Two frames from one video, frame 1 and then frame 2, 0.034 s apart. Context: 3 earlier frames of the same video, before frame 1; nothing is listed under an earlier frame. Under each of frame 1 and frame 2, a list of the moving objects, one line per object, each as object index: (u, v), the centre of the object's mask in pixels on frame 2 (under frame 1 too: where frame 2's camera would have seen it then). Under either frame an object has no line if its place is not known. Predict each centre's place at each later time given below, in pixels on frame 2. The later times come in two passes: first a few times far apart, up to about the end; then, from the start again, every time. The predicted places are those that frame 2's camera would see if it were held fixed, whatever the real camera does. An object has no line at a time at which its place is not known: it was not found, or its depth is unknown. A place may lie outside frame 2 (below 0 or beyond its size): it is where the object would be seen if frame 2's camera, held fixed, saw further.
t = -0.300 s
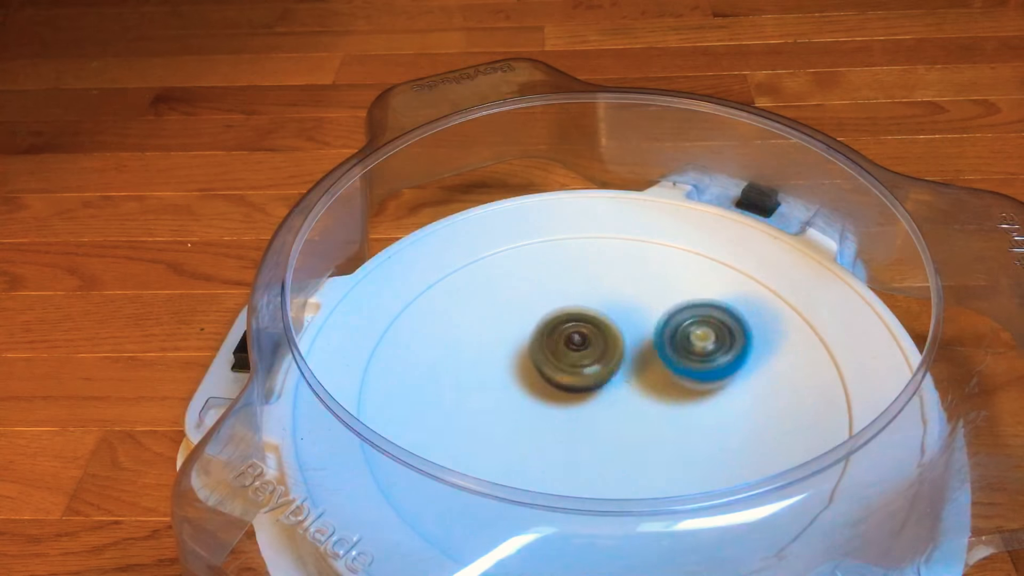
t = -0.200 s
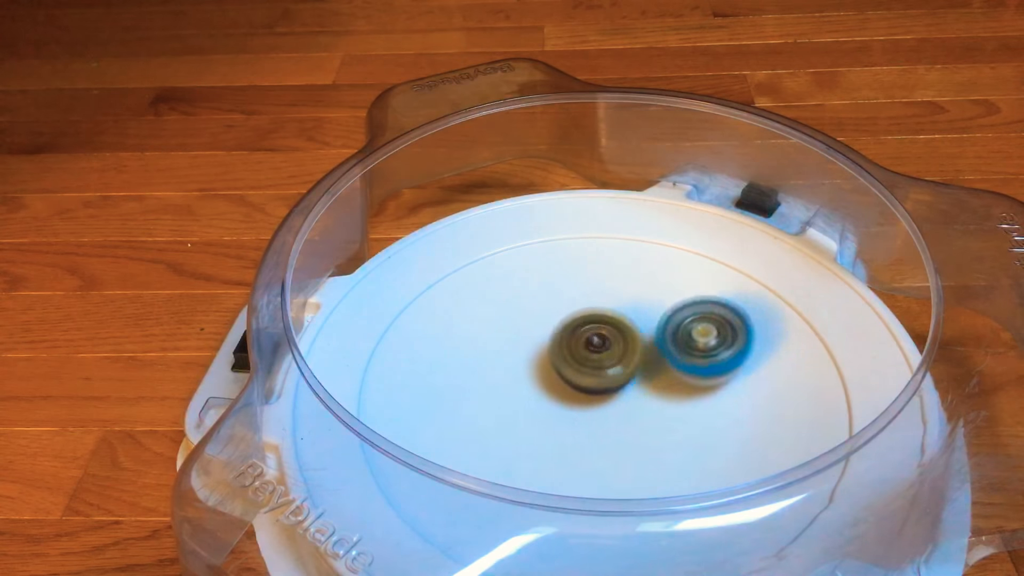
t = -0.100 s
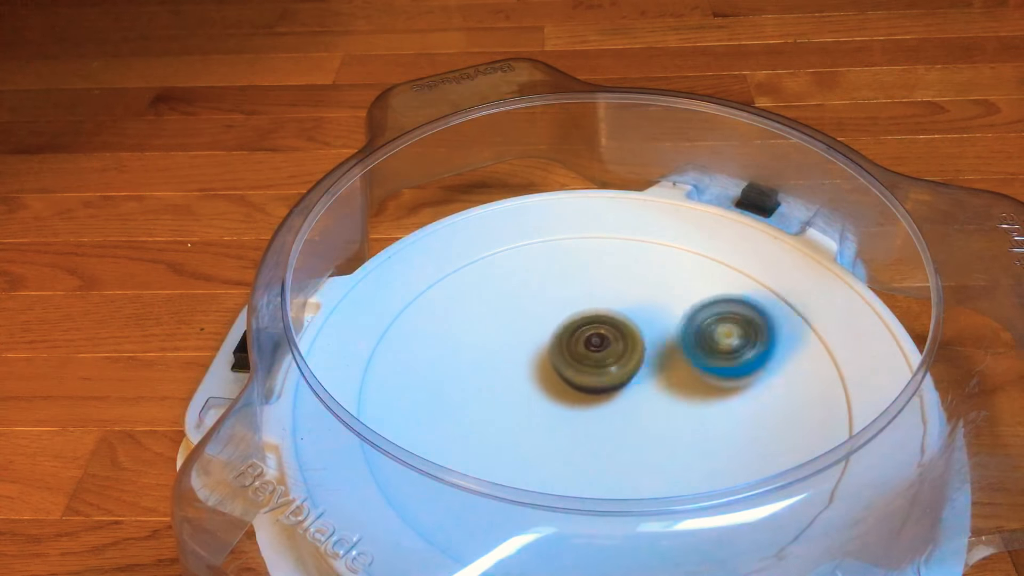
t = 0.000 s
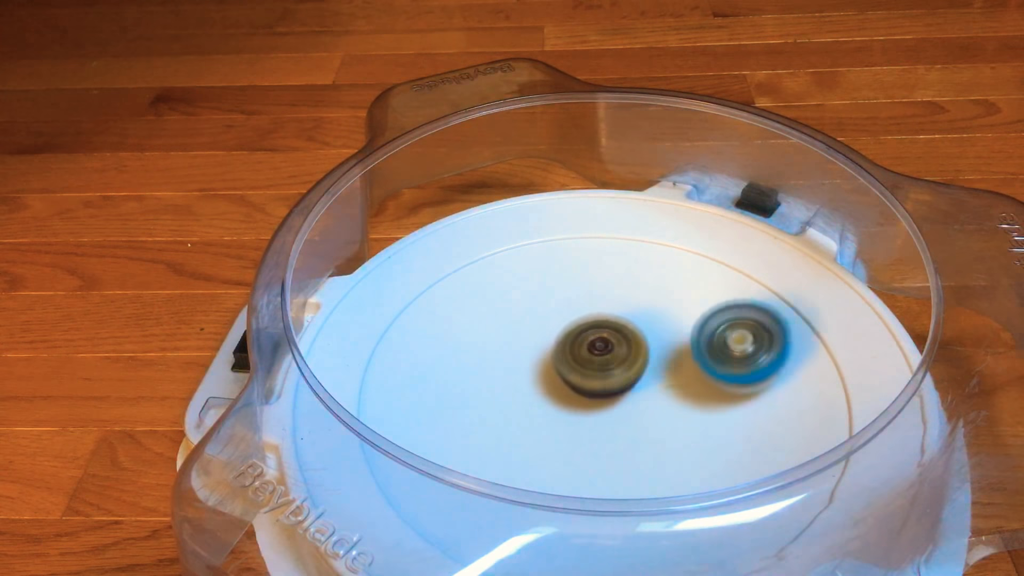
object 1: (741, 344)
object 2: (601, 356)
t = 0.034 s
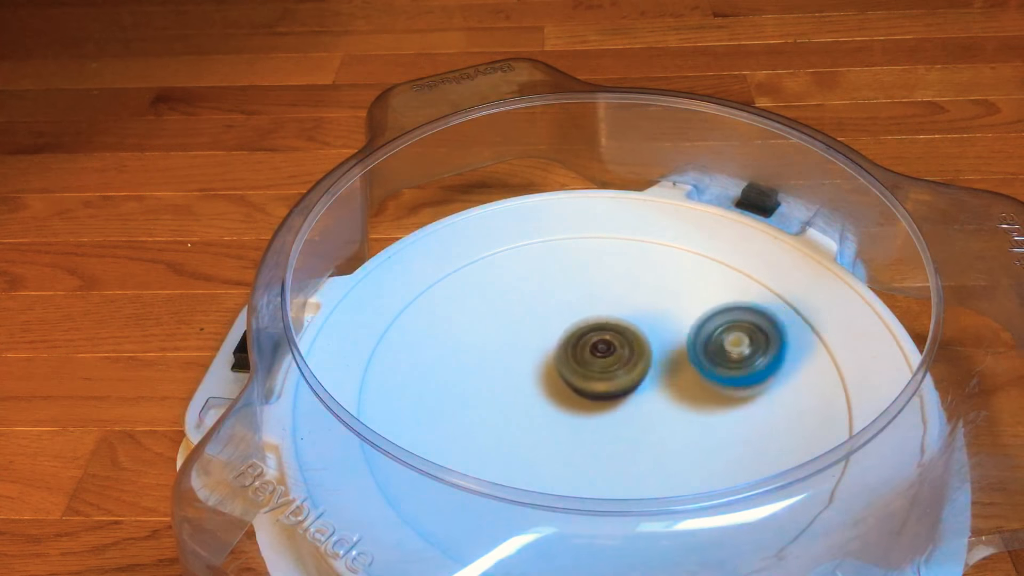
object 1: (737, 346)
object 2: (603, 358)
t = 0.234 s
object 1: (730, 372)
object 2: (584, 367)
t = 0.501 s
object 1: (694, 393)
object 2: (565, 388)
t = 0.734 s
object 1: (654, 413)
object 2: (549, 404)
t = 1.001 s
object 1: (617, 426)
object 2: (520, 397)
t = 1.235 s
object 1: (621, 434)
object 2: (498, 364)
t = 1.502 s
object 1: (583, 401)
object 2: (527, 338)
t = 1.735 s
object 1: (569, 402)
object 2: (566, 323)
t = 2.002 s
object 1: (557, 398)
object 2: (630, 339)
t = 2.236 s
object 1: (557, 398)
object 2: (656, 372)
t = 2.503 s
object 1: (550, 385)
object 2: (659, 418)
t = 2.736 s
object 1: (561, 369)
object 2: (623, 444)
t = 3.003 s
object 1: (589, 351)
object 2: (568, 433)
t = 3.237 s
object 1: (625, 338)
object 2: (537, 398)
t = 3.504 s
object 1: (655, 332)
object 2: (542, 356)
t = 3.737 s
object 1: (666, 349)
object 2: (571, 332)
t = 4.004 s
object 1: (675, 394)
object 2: (619, 332)
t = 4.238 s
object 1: (641, 426)
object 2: (655, 353)
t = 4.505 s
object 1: (574, 432)
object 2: (659, 392)
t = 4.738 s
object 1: (518, 407)
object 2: (637, 409)
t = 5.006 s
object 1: (496, 340)
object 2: (610, 409)
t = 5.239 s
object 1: (529, 299)
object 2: (579, 391)
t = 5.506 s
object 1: (615, 295)
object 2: (570, 369)
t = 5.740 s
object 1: (693, 318)
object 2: (582, 356)
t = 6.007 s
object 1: (717, 381)
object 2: (604, 358)
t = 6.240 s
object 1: (721, 442)
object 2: (599, 352)
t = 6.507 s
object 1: (713, 461)
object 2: (586, 353)
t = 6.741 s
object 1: (643, 433)
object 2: (580, 357)
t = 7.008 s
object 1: (511, 455)
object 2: (596, 309)
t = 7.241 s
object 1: (513, 385)
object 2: (610, 323)
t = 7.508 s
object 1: (472, 245)
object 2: (673, 384)
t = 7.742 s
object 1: (527, 271)
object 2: (643, 438)
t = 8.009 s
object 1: (683, 372)
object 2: (558, 430)
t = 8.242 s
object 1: (753, 448)
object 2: (525, 372)
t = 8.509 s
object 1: (630, 467)
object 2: (570, 321)
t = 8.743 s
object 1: (513, 385)
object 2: (637, 338)
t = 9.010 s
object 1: (462, 314)
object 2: (672, 406)
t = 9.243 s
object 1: (481, 324)
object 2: (618, 444)
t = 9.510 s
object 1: (495, 321)
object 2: (537, 407)
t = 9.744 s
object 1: (494, 318)
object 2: (552, 372)
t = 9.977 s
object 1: (526, 311)
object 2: (619, 368)
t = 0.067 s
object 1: (732, 349)
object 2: (606, 360)
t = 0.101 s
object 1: (724, 353)
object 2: (609, 362)
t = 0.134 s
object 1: (716, 356)
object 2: (611, 365)
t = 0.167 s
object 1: (719, 362)
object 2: (603, 366)
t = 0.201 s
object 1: (726, 368)
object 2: (592, 366)
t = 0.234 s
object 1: (730, 372)
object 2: (584, 367)
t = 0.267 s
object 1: (731, 375)
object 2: (580, 368)
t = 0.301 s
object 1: (728, 379)
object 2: (577, 371)
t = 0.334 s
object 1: (725, 381)
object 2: (576, 374)
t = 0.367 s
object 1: (719, 383)
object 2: (573, 377)
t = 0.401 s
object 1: (713, 385)
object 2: (571, 380)
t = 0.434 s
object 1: (708, 388)
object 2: (569, 383)
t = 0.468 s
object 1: (700, 390)
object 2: (567, 386)
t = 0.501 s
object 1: (694, 393)
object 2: (565, 388)
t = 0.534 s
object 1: (687, 396)
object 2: (563, 392)
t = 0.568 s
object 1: (680, 398)
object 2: (562, 394)
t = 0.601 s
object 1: (673, 401)
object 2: (561, 397)
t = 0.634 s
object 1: (665, 403)
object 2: (559, 399)
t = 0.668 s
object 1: (662, 406)
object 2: (556, 401)
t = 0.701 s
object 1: (659, 410)
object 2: (553, 402)
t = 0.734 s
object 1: (654, 413)
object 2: (549, 404)
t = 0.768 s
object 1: (655, 417)
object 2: (542, 403)
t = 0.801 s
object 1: (656, 422)
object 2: (534, 402)
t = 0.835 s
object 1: (655, 425)
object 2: (529, 401)
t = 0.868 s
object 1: (650, 428)
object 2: (525, 401)
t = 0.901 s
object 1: (643, 428)
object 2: (524, 400)
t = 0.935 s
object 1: (634, 428)
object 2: (522, 399)
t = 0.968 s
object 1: (626, 427)
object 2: (521, 398)
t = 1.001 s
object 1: (617, 426)
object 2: (520, 397)
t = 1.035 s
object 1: (624, 432)
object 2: (509, 388)
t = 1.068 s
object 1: (631, 436)
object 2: (503, 382)
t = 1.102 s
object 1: (633, 438)
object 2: (500, 377)
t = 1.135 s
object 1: (632, 439)
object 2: (498, 374)
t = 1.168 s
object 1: (628, 438)
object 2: (497, 370)
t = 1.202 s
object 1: (624, 436)
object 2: (497, 367)
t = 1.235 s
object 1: (621, 434)
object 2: (498, 364)
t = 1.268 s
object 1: (617, 431)
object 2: (500, 360)
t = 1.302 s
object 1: (612, 428)
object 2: (503, 357)
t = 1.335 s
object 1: (608, 424)
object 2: (506, 354)
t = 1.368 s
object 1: (603, 420)
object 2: (509, 350)
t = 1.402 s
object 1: (598, 416)
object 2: (513, 347)
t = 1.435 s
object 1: (593, 411)
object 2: (517, 345)
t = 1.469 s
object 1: (588, 406)
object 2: (522, 342)
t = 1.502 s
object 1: (583, 401)
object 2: (527, 338)
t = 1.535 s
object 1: (578, 397)
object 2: (531, 335)
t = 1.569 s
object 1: (576, 400)
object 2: (536, 329)
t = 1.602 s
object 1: (575, 404)
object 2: (542, 325)
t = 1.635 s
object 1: (572, 404)
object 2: (547, 322)
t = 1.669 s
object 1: (571, 404)
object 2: (553, 322)
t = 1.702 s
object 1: (570, 403)
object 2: (559, 322)
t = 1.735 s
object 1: (569, 402)
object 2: (566, 323)
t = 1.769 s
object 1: (569, 401)
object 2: (574, 324)
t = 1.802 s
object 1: (568, 400)
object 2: (581, 325)
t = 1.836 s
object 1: (568, 398)
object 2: (589, 327)
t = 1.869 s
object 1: (568, 397)
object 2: (597, 329)
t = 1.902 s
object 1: (568, 396)
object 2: (605, 331)
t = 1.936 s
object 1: (564, 394)
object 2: (613, 334)
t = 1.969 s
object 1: (560, 397)
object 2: (623, 336)
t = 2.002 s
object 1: (557, 398)
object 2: (630, 339)
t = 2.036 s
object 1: (556, 399)
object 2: (636, 341)
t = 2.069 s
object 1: (555, 399)
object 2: (641, 345)
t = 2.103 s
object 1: (555, 399)
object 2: (645, 351)
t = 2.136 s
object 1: (555, 399)
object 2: (648, 355)
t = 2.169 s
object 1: (556, 399)
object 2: (652, 360)
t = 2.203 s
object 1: (556, 398)
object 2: (654, 366)
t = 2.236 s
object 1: (557, 398)
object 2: (656, 372)
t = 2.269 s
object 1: (559, 396)
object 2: (657, 377)
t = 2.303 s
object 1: (560, 395)
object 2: (658, 383)
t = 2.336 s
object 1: (557, 393)
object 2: (660, 389)
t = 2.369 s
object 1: (553, 392)
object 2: (662, 395)
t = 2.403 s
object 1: (551, 390)
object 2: (662, 401)
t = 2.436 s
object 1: (551, 388)
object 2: (662, 407)
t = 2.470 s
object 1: (551, 386)
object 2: (661, 412)
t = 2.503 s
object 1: (550, 385)
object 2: (659, 418)
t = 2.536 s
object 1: (550, 383)
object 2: (655, 424)
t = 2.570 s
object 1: (551, 380)
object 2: (652, 429)
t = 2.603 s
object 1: (552, 378)
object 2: (648, 433)
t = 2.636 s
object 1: (554, 375)
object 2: (643, 437)
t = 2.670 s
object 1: (556, 373)
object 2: (637, 440)
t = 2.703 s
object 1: (558, 371)
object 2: (630, 443)
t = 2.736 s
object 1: (561, 369)
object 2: (623, 444)
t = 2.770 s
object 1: (564, 366)
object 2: (616, 445)
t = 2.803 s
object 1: (567, 364)
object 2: (609, 445)
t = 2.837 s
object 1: (571, 361)
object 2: (603, 444)
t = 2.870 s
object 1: (574, 360)
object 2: (595, 443)
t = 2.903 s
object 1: (578, 357)
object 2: (588, 441)
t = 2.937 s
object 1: (582, 355)
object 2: (581, 439)
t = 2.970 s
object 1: (585, 353)
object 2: (574, 437)
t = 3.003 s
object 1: (589, 351)
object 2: (568, 433)
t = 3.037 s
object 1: (594, 350)
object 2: (563, 428)
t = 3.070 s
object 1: (597, 348)
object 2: (558, 423)
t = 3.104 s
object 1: (601, 347)
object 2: (554, 418)
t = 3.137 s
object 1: (604, 346)
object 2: (550, 412)
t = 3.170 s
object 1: (610, 344)
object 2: (546, 408)
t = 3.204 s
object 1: (618, 340)
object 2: (541, 403)
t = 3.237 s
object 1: (625, 338)
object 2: (537, 398)
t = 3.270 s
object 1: (631, 336)
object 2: (535, 393)
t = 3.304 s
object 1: (636, 335)
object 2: (533, 387)
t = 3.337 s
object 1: (641, 333)
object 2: (533, 381)
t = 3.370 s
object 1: (645, 332)
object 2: (533, 376)
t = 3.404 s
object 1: (648, 332)
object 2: (534, 371)
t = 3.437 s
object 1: (651, 332)
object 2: (536, 366)
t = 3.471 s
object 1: (653, 331)
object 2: (539, 361)
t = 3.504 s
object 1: (655, 332)
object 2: (542, 356)
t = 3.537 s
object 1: (656, 333)
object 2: (545, 351)
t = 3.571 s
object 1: (657, 334)
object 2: (549, 347)
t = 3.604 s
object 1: (658, 335)
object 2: (553, 344)
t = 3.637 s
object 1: (658, 337)
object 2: (558, 340)
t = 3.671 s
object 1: (658, 339)
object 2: (563, 337)
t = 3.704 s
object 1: (663, 344)
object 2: (566, 334)
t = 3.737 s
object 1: (666, 349)
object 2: (571, 332)
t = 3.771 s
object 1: (668, 353)
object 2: (577, 331)
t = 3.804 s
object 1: (671, 360)
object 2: (583, 329)
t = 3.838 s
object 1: (676, 367)
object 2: (587, 327)
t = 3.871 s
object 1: (678, 373)
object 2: (592, 327)
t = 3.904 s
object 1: (679, 379)
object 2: (599, 327)
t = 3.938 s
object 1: (678, 384)
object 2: (606, 328)
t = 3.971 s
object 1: (677, 389)
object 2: (612, 330)
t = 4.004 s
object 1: (675, 394)
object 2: (619, 332)
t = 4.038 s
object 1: (672, 399)
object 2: (625, 333)
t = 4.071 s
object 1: (669, 404)
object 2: (631, 336)
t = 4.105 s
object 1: (665, 408)
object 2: (637, 339)
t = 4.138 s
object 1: (661, 412)
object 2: (642, 342)
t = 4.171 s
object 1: (655, 417)
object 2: (647, 345)
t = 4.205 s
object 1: (648, 422)
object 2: (651, 349)
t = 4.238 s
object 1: (641, 426)
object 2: (655, 353)
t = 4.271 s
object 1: (634, 428)
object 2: (658, 358)
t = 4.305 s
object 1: (624, 431)
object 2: (661, 362)
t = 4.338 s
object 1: (614, 434)
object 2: (663, 367)
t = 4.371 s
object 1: (605, 436)
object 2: (664, 373)
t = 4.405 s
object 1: (596, 435)
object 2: (664, 377)
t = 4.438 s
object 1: (589, 435)
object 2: (664, 382)
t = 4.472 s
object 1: (581, 434)
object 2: (662, 387)
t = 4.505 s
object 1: (574, 432)
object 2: (659, 392)
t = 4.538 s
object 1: (563, 430)
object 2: (658, 395)
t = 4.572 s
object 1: (548, 428)
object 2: (659, 397)
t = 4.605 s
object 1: (535, 425)
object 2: (658, 398)
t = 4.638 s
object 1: (526, 421)
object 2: (653, 402)
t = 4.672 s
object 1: (520, 417)
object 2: (648, 405)
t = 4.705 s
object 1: (518, 412)
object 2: (643, 407)
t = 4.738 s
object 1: (518, 407)
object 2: (637, 409)
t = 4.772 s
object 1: (520, 402)
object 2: (631, 411)
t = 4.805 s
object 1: (520, 396)
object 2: (627, 412)
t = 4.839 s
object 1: (511, 387)
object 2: (630, 414)
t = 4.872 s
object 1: (504, 377)
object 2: (629, 414)
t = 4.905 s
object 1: (499, 368)
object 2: (625, 414)
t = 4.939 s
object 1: (497, 358)
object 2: (620, 413)
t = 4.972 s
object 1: (496, 349)
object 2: (615, 411)
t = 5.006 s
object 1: (496, 340)
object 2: (610, 409)
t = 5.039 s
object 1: (497, 332)
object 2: (604, 408)
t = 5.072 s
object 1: (500, 324)
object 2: (599, 406)
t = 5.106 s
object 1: (504, 317)
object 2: (594, 404)
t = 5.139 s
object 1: (509, 311)
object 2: (590, 401)
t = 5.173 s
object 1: (515, 306)
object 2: (586, 398)
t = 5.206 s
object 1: (521, 302)
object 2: (583, 395)
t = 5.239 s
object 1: (529, 299)
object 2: (579, 391)
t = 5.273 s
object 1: (537, 298)
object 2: (576, 388)
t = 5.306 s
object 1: (546, 296)
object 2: (574, 384)
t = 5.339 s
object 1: (556, 296)
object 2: (572, 381)
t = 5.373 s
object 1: (565, 296)
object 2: (570, 378)
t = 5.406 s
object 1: (577, 296)
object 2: (569, 374)
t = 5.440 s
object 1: (589, 296)
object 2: (568, 373)
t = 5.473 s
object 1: (602, 295)
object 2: (569, 371)
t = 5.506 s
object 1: (615, 295)
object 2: (570, 369)
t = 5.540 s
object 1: (627, 296)
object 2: (571, 367)
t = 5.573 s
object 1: (638, 299)
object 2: (573, 364)
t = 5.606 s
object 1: (650, 301)
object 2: (574, 362)
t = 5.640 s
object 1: (662, 304)
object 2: (576, 360)
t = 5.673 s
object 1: (673, 308)
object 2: (578, 358)
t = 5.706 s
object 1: (683, 313)
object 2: (580, 357)
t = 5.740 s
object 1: (693, 318)
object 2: (582, 356)
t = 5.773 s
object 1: (701, 325)
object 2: (585, 355)
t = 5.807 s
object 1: (707, 332)
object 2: (588, 355)
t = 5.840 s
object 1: (713, 339)
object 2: (591, 355)
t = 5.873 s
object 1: (716, 348)
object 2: (593, 355)
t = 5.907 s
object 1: (718, 356)
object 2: (596, 355)
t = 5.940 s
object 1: (719, 365)
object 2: (599, 356)
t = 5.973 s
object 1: (719, 374)
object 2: (601, 356)
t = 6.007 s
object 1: (717, 381)
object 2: (604, 358)
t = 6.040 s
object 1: (714, 388)
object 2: (606, 359)
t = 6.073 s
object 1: (709, 394)
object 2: (609, 361)
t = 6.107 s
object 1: (703, 399)
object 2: (611, 362)
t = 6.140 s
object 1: (699, 405)
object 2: (612, 363)
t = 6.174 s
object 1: (707, 420)
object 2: (606, 357)
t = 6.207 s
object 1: (714, 433)
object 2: (602, 353)
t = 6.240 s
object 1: (721, 442)
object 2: (599, 352)
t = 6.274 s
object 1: (724, 448)
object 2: (596, 352)
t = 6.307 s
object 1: (726, 452)
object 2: (594, 352)
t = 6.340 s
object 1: (728, 456)
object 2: (593, 352)
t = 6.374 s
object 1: (728, 457)
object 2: (591, 352)
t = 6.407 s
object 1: (726, 459)
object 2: (590, 352)
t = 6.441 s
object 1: (722, 460)
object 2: (589, 352)
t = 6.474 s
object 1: (718, 461)
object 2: (588, 352)
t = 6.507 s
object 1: (713, 461)
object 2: (586, 353)
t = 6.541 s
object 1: (705, 461)
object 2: (585, 353)
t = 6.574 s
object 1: (696, 459)
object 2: (584, 353)
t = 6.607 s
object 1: (687, 456)
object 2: (583, 354)
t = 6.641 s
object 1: (677, 451)
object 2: (582, 354)
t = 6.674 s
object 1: (665, 445)
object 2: (581, 355)
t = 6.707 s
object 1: (653, 440)
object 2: (580, 356)
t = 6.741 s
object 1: (643, 433)
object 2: (580, 357)
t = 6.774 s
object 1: (632, 427)
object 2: (579, 358)
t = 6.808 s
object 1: (619, 420)
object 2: (579, 358)
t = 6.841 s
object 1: (604, 428)
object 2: (581, 347)
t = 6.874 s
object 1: (581, 440)
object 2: (586, 331)
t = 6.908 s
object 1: (557, 450)
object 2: (589, 322)
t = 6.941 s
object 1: (538, 456)
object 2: (592, 314)
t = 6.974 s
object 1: (519, 457)
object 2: (594, 310)
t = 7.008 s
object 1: (511, 455)
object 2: (596, 309)
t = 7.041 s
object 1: (503, 449)
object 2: (598, 309)
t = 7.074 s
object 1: (502, 443)
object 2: (600, 309)
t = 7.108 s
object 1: (501, 435)
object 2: (602, 310)
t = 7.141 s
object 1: (502, 425)
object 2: (604, 312)
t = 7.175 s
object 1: (504, 412)
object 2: (606, 315)
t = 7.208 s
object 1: (507, 399)
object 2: (609, 319)
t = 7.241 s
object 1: (513, 385)
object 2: (610, 323)
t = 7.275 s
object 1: (518, 370)
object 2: (610, 331)
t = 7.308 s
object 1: (525, 354)
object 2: (612, 334)
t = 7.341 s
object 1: (518, 331)
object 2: (628, 342)
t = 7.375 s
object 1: (501, 308)
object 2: (648, 352)
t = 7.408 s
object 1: (491, 288)
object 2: (661, 360)
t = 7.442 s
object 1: (481, 272)
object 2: (667, 369)
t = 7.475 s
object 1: (472, 255)
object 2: (671, 376)
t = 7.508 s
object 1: (472, 245)
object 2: (673, 384)
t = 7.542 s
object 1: (473, 240)
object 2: (674, 393)
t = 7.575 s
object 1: (477, 236)
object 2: (672, 401)
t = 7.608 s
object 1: (484, 238)
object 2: (669, 411)
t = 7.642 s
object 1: (492, 242)
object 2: (664, 419)
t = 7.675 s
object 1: (501, 251)
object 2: (657, 427)
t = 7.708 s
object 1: (514, 260)
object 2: (651, 433)
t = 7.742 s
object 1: (527, 271)
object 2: (643, 438)
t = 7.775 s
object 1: (546, 283)
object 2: (634, 442)
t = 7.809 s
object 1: (563, 296)
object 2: (623, 444)
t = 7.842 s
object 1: (583, 309)
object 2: (611, 446)
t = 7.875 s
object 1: (603, 323)
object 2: (600, 445)
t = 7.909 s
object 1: (625, 335)
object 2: (588, 443)
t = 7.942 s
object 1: (645, 348)
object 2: (578, 440)
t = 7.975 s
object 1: (662, 363)
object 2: (567, 435)
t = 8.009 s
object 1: (683, 372)
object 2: (558, 430)
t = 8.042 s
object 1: (702, 384)
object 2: (549, 423)
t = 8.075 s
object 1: (718, 396)
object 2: (541, 417)
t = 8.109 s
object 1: (731, 408)
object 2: (534, 409)
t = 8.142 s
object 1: (742, 419)
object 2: (528, 400)
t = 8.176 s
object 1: (750, 432)
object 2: (525, 390)
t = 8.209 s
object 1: (753, 442)
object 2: (524, 380)
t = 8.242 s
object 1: (753, 448)
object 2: (525, 372)
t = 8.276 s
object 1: (749, 455)
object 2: (527, 363)
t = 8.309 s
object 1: (739, 461)
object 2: (531, 355)
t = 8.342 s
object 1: (727, 466)
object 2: (535, 346)
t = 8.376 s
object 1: (711, 470)
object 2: (541, 340)
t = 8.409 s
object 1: (692, 473)
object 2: (548, 334)
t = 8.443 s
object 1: (672, 474)
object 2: (555, 329)
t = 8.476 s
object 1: (651, 472)
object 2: (562, 325)
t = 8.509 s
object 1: (630, 467)
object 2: (570, 321)
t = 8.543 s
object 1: (609, 460)
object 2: (580, 320)
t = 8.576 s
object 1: (592, 451)
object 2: (590, 320)
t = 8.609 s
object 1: (574, 441)
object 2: (600, 321)
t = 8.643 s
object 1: (558, 428)
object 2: (609, 323)
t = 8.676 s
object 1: (541, 414)
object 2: (619, 327)
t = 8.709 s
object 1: (526, 400)
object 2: (627, 332)
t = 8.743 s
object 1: (513, 385)
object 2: (637, 338)
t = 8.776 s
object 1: (500, 370)
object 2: (646, 344)
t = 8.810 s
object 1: (490, 357)
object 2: (654, 351)
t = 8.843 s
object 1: (482, 345)
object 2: (662, 359)
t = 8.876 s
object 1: (474, 335)
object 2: (667, 369)
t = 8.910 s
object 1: (469, 327)
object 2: (671, 377)
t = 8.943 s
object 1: (465, 320)
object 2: (673, 386)
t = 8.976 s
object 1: (463, 316)
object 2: (673, 396)
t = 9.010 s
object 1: (462, 314)
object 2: (672, 406)
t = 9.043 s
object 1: (463, 314)
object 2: (669, 415)
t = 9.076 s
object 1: (466, 315)
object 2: (664, 424)
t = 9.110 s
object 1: (469, 317)
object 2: (658, 430)
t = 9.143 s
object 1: (473, 320)
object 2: (650, 436)
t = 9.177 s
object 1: (476, 323)
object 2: (641, 440)
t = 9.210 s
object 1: (478, 324)
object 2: (630, 444)
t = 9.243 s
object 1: (481, 324)
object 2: (618, 444)
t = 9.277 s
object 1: (483, 324)
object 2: (607, 445)
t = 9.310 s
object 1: (485, 324)
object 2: (595, 444)
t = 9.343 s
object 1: (488, 323)
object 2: (583, 440)
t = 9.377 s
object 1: (490, 322)
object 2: (571, 435)
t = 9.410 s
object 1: (494, 321)
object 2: (561, 430)
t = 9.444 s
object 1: (495, 320)
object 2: (551, 423)
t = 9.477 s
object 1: (495, 321)
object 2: (543, 415)
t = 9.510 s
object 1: (495, 321)
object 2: (537, 407)
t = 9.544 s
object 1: (494, 321)
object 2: (532, 398)
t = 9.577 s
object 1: (494, 318)
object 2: (528, 387)
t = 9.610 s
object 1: (489, 317)
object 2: (531, 383)
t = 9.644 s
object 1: (486, 318)
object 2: (535, 380)
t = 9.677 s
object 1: (485, 318)
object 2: (540, 377)
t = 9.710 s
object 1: (487, 319)
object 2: (545, 374)
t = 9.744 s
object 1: (494, 318)
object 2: (552, 372)
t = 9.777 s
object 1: (502, 318)
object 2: (559, 372)
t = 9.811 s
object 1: (508, 316)
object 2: (568, 368)
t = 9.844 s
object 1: (514, 315)
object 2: (577, 368)
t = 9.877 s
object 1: (519, 314)
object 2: (590, 366)
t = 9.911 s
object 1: (523, 314)
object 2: (599, 367)
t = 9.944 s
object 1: (525, 312)
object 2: (609, 368)
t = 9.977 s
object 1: (526, 311)
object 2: (619, 368)
